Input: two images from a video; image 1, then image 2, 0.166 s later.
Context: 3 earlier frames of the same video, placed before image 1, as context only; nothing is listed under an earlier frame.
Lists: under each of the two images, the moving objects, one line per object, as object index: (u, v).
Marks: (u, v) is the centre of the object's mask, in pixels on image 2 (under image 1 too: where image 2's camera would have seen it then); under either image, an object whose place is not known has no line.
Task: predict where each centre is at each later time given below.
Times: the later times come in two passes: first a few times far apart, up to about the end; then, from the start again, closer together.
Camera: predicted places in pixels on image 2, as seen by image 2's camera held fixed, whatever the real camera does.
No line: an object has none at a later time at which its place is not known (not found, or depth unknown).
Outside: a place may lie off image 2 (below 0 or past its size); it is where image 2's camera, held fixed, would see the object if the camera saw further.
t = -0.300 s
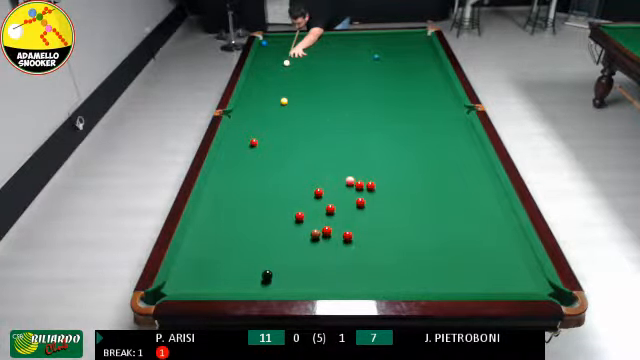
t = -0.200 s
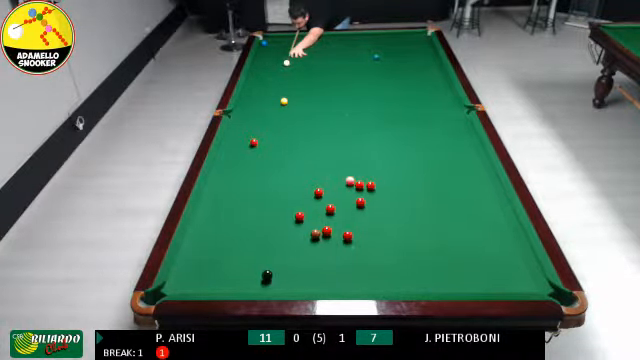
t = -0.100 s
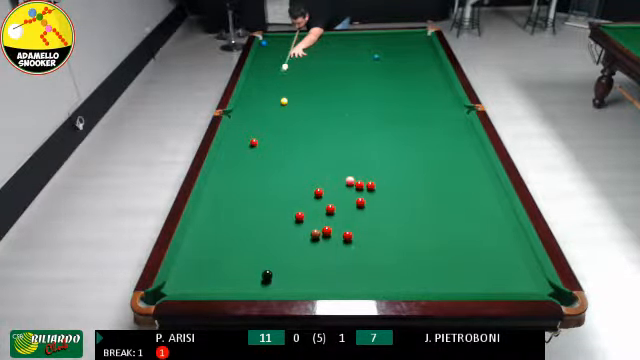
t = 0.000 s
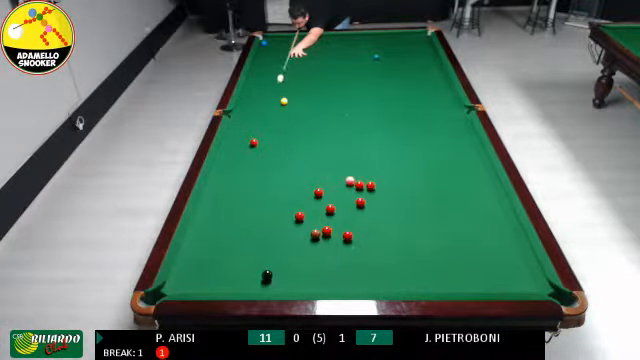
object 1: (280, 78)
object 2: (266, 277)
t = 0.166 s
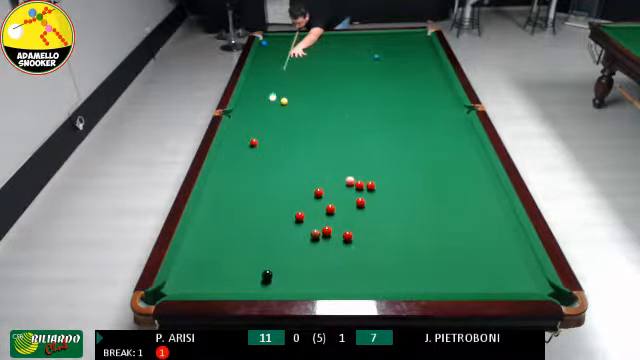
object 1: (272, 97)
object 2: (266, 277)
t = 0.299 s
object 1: (266, 114)
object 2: (266, 277)
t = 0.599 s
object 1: (258, 141)
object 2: (266, 277)
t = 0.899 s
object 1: (260, 154)
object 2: (266, 277)
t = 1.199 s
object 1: (261, 171)
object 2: (266, 277)
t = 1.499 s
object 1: (262, 182)
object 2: (266, 277)
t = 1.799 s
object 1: (263, 197)
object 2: (266, 277)
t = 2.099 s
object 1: (264, 212)
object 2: (266, 277)
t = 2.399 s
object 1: (264, 227)
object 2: (266, 277)
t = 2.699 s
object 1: (264, 242)
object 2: (266, 277)
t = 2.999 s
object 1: (265, 257)
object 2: (267, 277)
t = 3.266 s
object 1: (265, 267)
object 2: (267, 279)
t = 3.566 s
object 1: (264, 270)
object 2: (268, 285)
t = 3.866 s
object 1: (264, 272)
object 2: (271, 287)
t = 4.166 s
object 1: (264, 272)
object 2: (273, 284)
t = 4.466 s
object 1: (264, 272)
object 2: (274, 282)
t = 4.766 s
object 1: (264, 271)
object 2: (275, 281)
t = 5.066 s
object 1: (264, 271)
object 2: (275, 281)
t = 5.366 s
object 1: (264, 271)
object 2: (274, 281)
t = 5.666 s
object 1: (264, 271)
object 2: (274, 281)
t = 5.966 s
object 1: (264, 271)
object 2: (274, 281)
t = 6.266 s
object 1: (264, 271)
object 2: (274, 281)
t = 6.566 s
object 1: (264, 271)
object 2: (274, 281)
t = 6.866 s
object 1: (264, 272)
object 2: (274, 281)
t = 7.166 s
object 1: (264, 272)
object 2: (274, 280)
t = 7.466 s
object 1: (264, 272)
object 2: (274, 280)
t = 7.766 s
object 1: (264, 271)
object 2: (274, 281)
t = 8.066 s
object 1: (264, 271)
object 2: (274, 281)
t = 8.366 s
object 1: (264, 271)
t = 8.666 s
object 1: (264, 271)
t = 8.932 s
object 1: (264, 271)
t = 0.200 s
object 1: (271, 102)
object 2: (266, 277)
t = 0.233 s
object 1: (269, 106)
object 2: (266, 277)
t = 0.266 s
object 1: (267, 110)
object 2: (266, 277)
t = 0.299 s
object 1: (266, 114)
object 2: (266, 277)
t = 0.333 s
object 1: (264, 119)
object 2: (266, 277)
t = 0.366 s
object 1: (262, 123)
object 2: (266, 277)
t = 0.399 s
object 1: (260, 128)
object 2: (266, 277)
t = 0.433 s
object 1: (258, 133)
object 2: (266, 277)
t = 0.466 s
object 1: (256, 137)
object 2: (266, 277)
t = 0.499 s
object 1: (256, 138)
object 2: (266, 277)
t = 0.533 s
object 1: (257, 139)
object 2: (266, 277)
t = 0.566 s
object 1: (258, 140)
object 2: (266, 277)
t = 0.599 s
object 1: (258, 141)
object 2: (266, 277)
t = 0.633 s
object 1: (259, 142)
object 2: (266, 277)
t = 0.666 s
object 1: (259, 143)
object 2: (266, 277)
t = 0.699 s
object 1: (259, 145)
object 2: (266, 277)
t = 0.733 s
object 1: (259, 146)
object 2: (266, 277)
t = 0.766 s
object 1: (259, 148)
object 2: (266, 277)
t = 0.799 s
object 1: (259, 149)
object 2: (266, 277)
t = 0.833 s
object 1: (259, 151)
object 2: (266, 277)
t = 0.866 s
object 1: (259, 152)
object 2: (266, 277)
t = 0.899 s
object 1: (260, 154)
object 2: (266, 277)
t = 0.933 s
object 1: (260, 155)
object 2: (266, 277)
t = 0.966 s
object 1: (260, 157)
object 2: (266, 277)
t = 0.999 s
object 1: (260, 159)
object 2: (266, 277)
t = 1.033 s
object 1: (260, 160)
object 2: (266, 277)
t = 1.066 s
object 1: (260, 161)
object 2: (266, 277)
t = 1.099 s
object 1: (260, 163)
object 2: (266, 277)
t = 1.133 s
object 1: (260, 165)
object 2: (266, 277)
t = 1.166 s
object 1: (261, 166)
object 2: (266, 277)
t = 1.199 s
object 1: (261, 171)
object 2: (266, 277)
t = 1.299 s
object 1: (261, 172)
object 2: (266, 277)
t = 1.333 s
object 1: (262, 174)
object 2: (266, 277)
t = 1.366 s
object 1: (261, 176)
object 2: (266, 277)
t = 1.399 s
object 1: (262, 177)
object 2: (266, 277)
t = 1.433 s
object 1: (262, 179)
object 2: (266, 277)
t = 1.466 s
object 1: (262, 181)
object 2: (266, 277)
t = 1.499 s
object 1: (262, 182)
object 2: (266, 277)
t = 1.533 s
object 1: (262, 184)
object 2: (266, 277)
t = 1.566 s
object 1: (262, 186)
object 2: (266, 277)
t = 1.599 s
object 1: (262, 187)
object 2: (266, 277)
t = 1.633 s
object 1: (262, 188)
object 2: (266, 277)
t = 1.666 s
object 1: (262, 190)
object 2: (266, 277)
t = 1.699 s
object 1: (262, 192)
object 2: (266, 277)
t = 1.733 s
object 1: (262, 194)
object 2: (266, 277)
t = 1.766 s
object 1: (263, 195)
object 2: (266, 277)
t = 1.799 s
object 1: (263, 197)
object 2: (266, 277)
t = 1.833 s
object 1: (263, 198)
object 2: (266, 277)
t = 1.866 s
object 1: (263, 200)
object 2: (266, 277)
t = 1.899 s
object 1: (263, 202)
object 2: (266, 277)
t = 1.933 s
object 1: (263, 204)
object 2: (266, 277)
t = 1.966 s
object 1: (263, 205)
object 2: (266, 277)
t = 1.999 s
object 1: (263, 207)
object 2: (266, 277)
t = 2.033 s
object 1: (263, 208)
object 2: (266, 277)
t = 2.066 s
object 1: (263, 210)
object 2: (266, 277)
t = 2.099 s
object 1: (264, 212)
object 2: (266, 277)
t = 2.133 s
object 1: (264, 214)
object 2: (266, 277)
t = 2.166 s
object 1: (264, 215)
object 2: (266, 277)
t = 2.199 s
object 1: (264, 216)
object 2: (266, 277)
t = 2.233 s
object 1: (264, 218)
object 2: (266, 277)
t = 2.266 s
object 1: (264, 220)
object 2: (266, 277)
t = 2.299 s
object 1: (264, 222)
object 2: (266, 277)
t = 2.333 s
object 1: (264, 224)
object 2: (266, 277)
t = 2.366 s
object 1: (264, 226)
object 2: (266, 277)
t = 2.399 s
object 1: (264, 227)
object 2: (266, 277)
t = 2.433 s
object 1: (264, 229)
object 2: (266, 277)
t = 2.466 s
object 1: (264, 230)
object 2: (266, 277)
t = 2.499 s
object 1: (264, 232)
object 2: (266, 277)
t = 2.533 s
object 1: (264, 234)
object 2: (266, 277)
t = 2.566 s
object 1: (264, 235)
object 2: (266, 277)
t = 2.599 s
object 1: (264, 237)
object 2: (266, 277)
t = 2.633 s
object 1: (264, 239)
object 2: (266, 277)
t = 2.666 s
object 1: (264, 241)
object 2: (266, 277)
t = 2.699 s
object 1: (264, 242)
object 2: (266, 277)
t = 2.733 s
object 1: (264, 244)
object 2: (266, 277)
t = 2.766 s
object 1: (265, 245)
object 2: (266, 277)
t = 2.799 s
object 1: (264, 247)
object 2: (266, 277)
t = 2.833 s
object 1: (265, 249)
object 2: (266, 277)
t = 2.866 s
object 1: (264, 250)
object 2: (266, 277)
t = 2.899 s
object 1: (265, 252)
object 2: (267, 277)
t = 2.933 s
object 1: (264, 253)
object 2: (266, 277)
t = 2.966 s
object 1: (265, 255)
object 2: (266, 277)
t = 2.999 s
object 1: (265, 257)
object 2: (267, 277)
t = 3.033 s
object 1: (265, 258)
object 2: (267, 278)
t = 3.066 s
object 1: (265, 260)
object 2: (267, 278)
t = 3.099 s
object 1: (265, 262)
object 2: (267, 278)
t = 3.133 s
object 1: (265, 263)
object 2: (267, 278)
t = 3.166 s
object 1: (265, 264)
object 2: (267, 278)
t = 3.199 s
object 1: (265, 266)
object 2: (267, 278)
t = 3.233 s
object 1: (265, 267)
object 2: (267, 278)
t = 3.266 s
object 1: (265, 267)
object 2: (267, 279)
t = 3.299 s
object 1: (265, 268)
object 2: (267, 280)
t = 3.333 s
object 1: (265, 268)
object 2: (267, 280)
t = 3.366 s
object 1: (265, 269)
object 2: (268, 282)
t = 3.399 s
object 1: (265, 269)
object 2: (267, 281)
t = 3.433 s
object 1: (265, 269)
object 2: (268, 282)
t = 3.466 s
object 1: (265, 270)
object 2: (268, 284)
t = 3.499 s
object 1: (264, 270)
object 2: (268, 284)
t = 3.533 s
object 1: (264, 270)
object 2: (268, 285)
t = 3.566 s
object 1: (264, 270)
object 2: (268, 285)
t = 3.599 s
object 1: (264, 270)
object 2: (268, 285)
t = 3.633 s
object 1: (264, 271)
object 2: (269, 285)
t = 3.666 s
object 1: (264, 271)
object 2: (269, 285)
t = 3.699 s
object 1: (264, 271)
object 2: (270, 286)
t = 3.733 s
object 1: (264, 271)
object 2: (270, 287)
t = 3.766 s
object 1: (264, 271)
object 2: (270, 287)
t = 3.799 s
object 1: (264, 272)
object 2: (271, 287)
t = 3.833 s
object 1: (264, 272)
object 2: (271, 287)
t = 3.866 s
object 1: (264, 272)
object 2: (271, 287)
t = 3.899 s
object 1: (264, 272)
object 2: (272, 286)
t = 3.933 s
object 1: (264, 272)
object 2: (272, 286)
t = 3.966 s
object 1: (264, 272)
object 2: (272, 285)
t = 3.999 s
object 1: (264, 272)
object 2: (272, 285)
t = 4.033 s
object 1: (264, 272)
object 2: (272, 285)
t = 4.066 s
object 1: (264, 272)
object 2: (272, 286)
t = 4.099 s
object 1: (264, 272)
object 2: (273, 285)
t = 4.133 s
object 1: (264, 272)
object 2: (273, 284)
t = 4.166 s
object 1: (264, 272)
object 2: (273, 284)
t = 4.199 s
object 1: (264, 272)
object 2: (273, 284)
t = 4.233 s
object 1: (264, 272)
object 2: (274, 284)
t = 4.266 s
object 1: (264, 272)
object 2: (274, 284)
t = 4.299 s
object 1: (264, 272)
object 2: (274, 284)
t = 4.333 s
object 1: (264, 272)
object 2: (274, 283)
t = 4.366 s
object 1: (264, 272)
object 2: (274, 283)
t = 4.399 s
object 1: (264, 272)
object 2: (274, 282)
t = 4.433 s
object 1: (264, 272)
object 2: (274, 282)
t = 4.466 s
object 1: (264, 272)
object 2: (274, 282)
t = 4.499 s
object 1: (264, 272)
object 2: (274, 282)
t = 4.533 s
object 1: (264, 272)
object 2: (274, 282)
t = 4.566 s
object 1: (264, 272)
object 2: (275, 281)
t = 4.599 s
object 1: (264, 272)
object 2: (275, 281)
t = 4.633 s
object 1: (264, 272)
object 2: (275, 281)
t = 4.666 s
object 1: (264, 271)
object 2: (275, 281)
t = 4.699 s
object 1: (264, 271)
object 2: (275, 281)
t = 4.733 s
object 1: (264, 271)
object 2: (275, 281)
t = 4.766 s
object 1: (264, 271)
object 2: (275, 281)
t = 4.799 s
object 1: (264, 271)
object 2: (275, 281)
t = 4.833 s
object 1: (264, 271)
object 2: (275, 281)
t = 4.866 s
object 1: (264, 271)
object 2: (275, 281)
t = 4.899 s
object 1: (264, 271)
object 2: (275, 281)
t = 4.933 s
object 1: (264, 271)
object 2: (275, 281)
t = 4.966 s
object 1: (264, 271)
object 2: (275, 281)
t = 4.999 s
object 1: (264, 271)
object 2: (275, 281)
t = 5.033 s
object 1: (264, 271)
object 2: (275, 281)
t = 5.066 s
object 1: (264, 271)
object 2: (275, 281)
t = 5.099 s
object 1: (264, 271)
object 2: (274, 281)
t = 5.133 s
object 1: (264, 271)
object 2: (274, 281)
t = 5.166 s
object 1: (264, 271)
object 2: (274, 281)
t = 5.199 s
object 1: (264, 271)
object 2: (274, 281)
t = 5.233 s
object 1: (264, 271)
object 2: (274, 281)
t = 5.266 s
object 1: (264, 271)
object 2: (274, 281)
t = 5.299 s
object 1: (264, 271)
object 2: (274, 281)
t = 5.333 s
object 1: (264, 271)
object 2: (274, 281)
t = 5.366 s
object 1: (264, 271)
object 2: (274, 281)
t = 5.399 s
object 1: (264, 271)
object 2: (274, 281)
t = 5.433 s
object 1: (264, 271)
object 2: (274, 281)
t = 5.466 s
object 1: (264, 271)
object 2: (274, 281)
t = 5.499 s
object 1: (264, 271)
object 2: (274, 281)
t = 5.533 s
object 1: (264, 271)
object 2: (274, 281)
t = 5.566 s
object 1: (264, 271)
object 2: (274, 281)
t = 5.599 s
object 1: (264, 271)
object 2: (275, 281)
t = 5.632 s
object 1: (264, 271)
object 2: (274, 281)
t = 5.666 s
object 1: (264, 271)
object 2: (274, 281)
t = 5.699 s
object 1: (264, 271)
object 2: (274, 281)
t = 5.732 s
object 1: (264, 271)
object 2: (274, 281)
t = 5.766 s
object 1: (264, 271)
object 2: (274, 281)
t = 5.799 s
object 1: (264, 271)
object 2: (274, 281)
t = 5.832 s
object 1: (264, 271)
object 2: (274, 281)
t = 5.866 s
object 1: (264, 271)
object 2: (274, 281)
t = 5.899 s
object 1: (264, 271)
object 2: (274, 281)
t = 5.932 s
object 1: (264, 271)
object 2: (274, 281)
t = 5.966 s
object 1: (264, 271)
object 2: (274, 281)
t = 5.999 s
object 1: (264, 271)
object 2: (274, 281)
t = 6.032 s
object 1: (264, 271)
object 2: (274, 281)
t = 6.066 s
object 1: (264, 271)
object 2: (274, 281)
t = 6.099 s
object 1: (264, 272)
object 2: (274, 281)
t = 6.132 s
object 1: (264, 271)
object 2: (274, 281)
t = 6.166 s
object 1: (264, 271)
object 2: (274, 282)
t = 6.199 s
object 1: (264, 271)
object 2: (274, 281)
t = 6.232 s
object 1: (264, 271)
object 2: (274, 281)
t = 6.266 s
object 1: (264, 271)
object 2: (274, 281)
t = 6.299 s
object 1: (264, 271)
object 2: (274, 281)
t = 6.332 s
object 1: (264, 271)
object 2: (274, 281)
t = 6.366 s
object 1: (264, 271)
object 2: (274, 281)
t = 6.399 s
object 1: (264, 271)
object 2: (274, 281)
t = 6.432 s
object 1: (264, 271)
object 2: (274, 281)
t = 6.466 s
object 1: (264, 271)
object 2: (274, 281)
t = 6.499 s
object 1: (264, 271)
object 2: (274, 281)
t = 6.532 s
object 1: (264, 271)
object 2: (274, 281)
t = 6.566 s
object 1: (264, 271)
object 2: (274, 281)
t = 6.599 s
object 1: (264, 271)
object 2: (274, 281)
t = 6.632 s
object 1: (264, 271)
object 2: (274, 281)
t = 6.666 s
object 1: (264, 271)
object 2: (274, 281)
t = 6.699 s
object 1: (264, 271)
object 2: (274, 281)
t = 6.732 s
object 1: (264, 272)
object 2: (274, 281)
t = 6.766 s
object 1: (264, 271)
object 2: (274, 281)
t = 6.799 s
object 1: (264, 271)
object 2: (274, 281)
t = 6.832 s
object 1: (264, 272)
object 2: (274, 281)
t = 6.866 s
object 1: (264, 272)
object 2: (274, 281)
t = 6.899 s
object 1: (264, 272)
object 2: (274, 281)
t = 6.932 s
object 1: (264, 272)
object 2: (274, 280)
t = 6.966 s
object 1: (264, 272)
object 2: (274, 280)
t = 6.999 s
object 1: (264, 272)
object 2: (274, 280)
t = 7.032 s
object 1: (264, 272)
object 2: (274, 280)
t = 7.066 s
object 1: (264, 272)
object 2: (274, 280)
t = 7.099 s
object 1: (264, 272)
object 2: (274, 280)
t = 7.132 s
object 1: (264, 272)
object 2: (274, 280)
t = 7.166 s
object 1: (264, 272)
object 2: (274, 280)
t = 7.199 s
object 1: (264, 272)
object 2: (274, 280)
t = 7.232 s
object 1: (264, 272)
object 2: (274, 281)
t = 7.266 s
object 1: (264, 272)
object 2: (274, 280)
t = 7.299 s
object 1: (264, 272)
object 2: (274, 280)
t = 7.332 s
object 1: (264, 272)
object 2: (274, 280)
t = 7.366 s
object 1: (264, 271)
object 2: (274, 280)
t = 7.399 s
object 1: (264, 272)
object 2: (274, 280)
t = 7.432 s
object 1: (264, 271)
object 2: (274, 280)
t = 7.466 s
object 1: (264, 272)
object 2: (274, 280)
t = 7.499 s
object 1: (264, 272)
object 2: (274, 280)
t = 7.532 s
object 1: (264, 272)
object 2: (274, 280)
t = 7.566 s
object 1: (264, 272)
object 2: (274, 280)
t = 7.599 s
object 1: (264, 272)
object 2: (274, 280)
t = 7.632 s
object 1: (264, 272)
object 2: (274, 280)
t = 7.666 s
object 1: (264, 272)
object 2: (274, 280)
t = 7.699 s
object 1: (264, 272)
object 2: (274, 280)
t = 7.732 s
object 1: (264, 272)
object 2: (274, 280)
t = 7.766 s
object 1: (264, 271)
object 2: (274, 281)
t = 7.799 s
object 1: (264, 271)
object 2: (274, 281)
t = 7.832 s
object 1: (264, 271)
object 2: (274, 281)
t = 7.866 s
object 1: (264, 271)
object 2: (274, 281)
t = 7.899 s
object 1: (264, 271)
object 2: (274, 282)
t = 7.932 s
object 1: (264, 271)
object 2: (274, 281)
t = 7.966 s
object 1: (264, 271)
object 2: (274, 281)
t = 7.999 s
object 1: (264, 271)
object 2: (274, 281)
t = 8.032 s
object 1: (264, 271)
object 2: (274, 281)
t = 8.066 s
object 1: (264, 271)
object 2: (274, 281)
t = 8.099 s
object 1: (264, 271)
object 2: (274, 281)
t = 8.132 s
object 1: (264, 271)
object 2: (274, 281)
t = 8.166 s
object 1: (264, 271)
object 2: (274, 281)
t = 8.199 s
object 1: (264, 271)
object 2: (274, 281)
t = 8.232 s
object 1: (264, 271)
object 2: (274, 281)
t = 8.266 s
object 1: (264, 271)
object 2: (274, 281)
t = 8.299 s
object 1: (264, 271)
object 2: (274, 281)
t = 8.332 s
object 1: (264, 271)
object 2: (274, 281)
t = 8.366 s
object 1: (264, 271)
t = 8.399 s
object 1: (264, 271)
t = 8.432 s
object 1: (264, 271)
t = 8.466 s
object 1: (264, 271)
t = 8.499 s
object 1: (264, 271)
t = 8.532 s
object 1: (264, 271)
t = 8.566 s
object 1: (264, 271)
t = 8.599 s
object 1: (264, 271)
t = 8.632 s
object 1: (264, 271)
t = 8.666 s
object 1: (264, 271)
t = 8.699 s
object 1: (264, 271)
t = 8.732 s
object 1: (264, 271)
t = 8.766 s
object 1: (264, 271)
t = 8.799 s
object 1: (264, 271)
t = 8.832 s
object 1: (264, 271)
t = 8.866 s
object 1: (264, 271)
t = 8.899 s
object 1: (264, 271)
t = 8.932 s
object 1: (264, 271)
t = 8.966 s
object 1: (264, 271)
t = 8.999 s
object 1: (264, 271)
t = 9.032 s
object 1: (264, 271)
